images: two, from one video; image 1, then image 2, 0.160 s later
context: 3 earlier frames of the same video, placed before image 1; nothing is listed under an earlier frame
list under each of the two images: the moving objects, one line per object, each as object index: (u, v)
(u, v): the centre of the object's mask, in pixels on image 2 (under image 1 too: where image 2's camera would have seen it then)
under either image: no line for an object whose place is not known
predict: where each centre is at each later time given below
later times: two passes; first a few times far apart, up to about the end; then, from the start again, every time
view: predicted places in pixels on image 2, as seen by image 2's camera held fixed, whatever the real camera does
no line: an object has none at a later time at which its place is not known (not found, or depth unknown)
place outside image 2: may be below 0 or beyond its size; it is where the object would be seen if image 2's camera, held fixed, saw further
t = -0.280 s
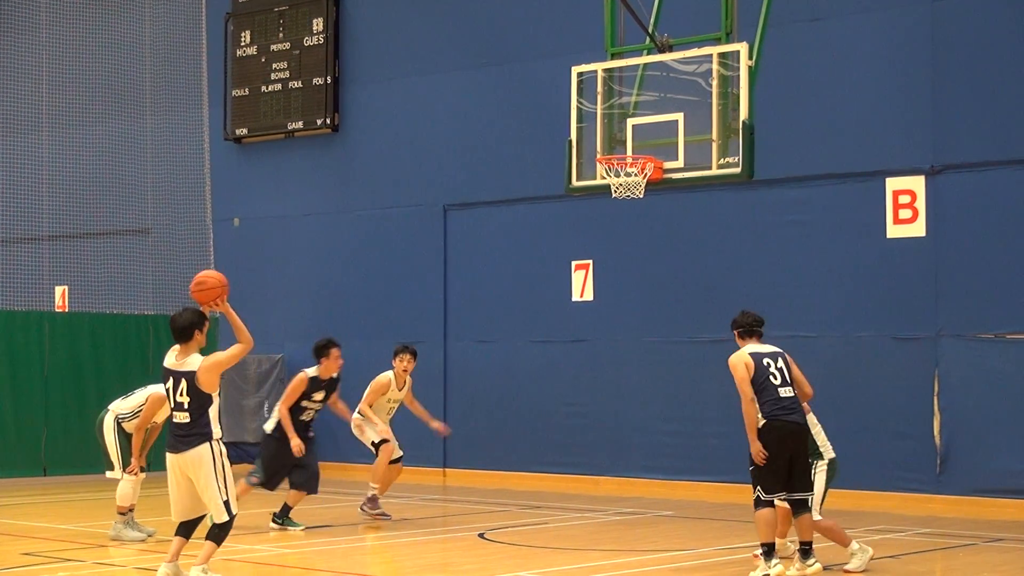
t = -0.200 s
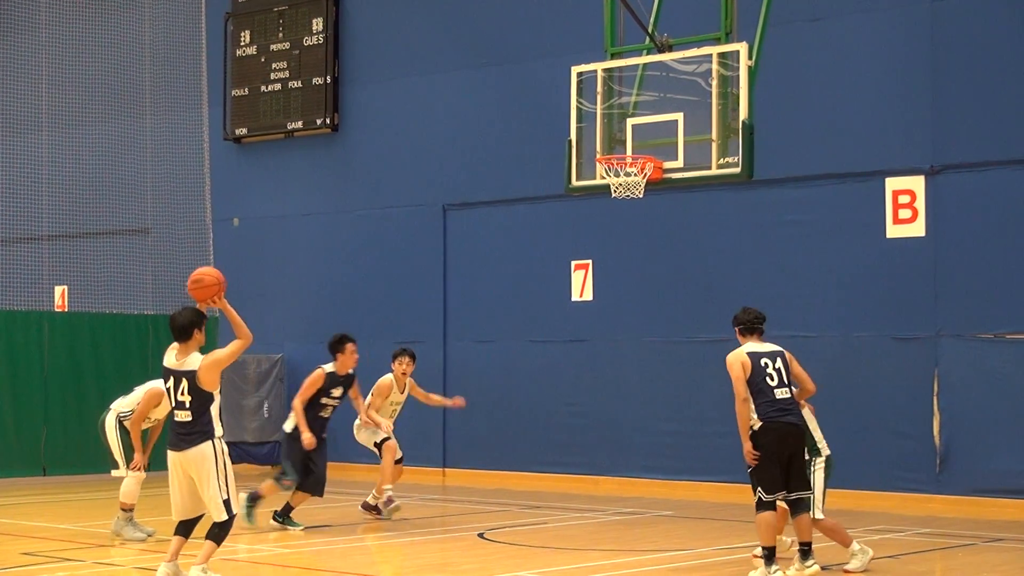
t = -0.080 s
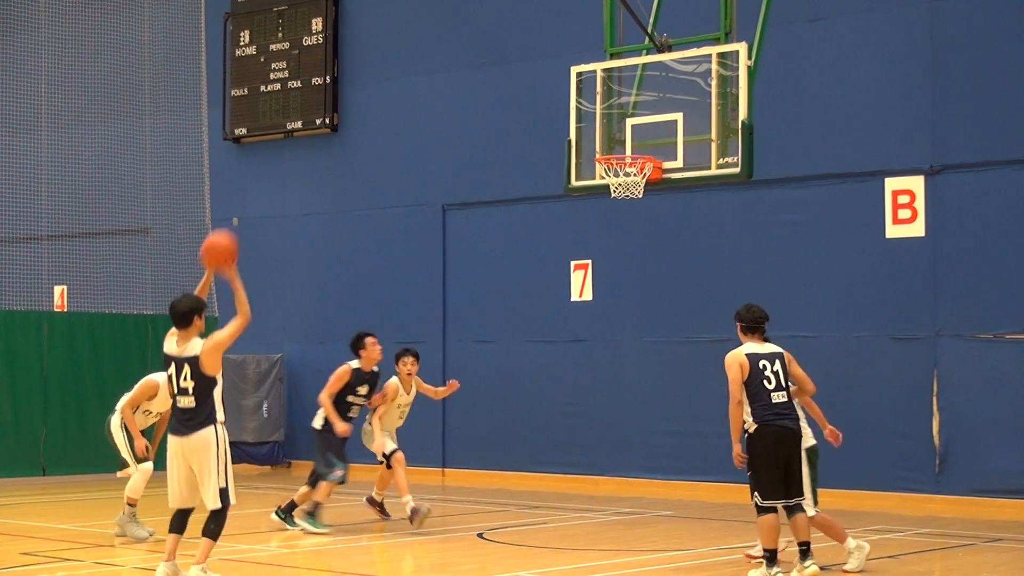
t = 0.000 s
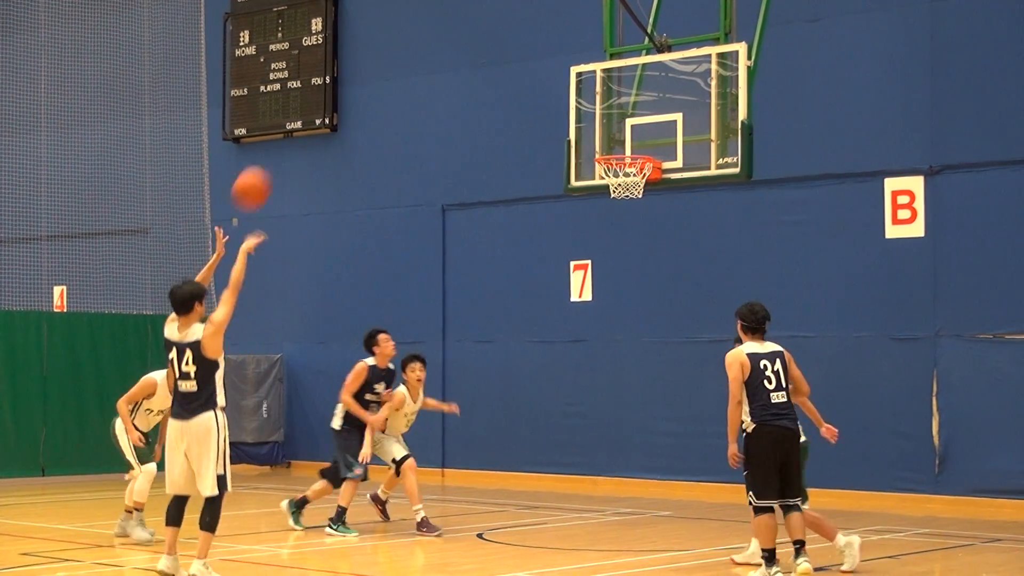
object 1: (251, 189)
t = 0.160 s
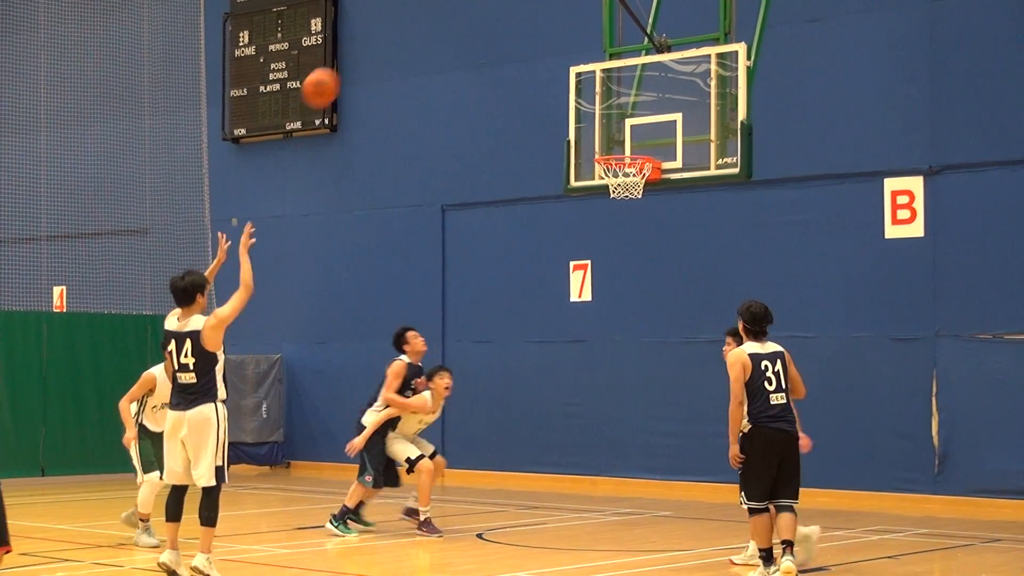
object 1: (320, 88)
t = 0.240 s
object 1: (353, 53)
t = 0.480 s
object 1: (443, 8)
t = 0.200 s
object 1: (337, 69)
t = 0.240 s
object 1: (353, 53)
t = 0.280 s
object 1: (369, 39)
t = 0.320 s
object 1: (384, 27)
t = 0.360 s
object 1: (399, 18)
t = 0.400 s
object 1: (414, 13)
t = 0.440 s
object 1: (428, 10)
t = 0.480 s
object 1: (443, 8)
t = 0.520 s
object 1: (457, 6)
